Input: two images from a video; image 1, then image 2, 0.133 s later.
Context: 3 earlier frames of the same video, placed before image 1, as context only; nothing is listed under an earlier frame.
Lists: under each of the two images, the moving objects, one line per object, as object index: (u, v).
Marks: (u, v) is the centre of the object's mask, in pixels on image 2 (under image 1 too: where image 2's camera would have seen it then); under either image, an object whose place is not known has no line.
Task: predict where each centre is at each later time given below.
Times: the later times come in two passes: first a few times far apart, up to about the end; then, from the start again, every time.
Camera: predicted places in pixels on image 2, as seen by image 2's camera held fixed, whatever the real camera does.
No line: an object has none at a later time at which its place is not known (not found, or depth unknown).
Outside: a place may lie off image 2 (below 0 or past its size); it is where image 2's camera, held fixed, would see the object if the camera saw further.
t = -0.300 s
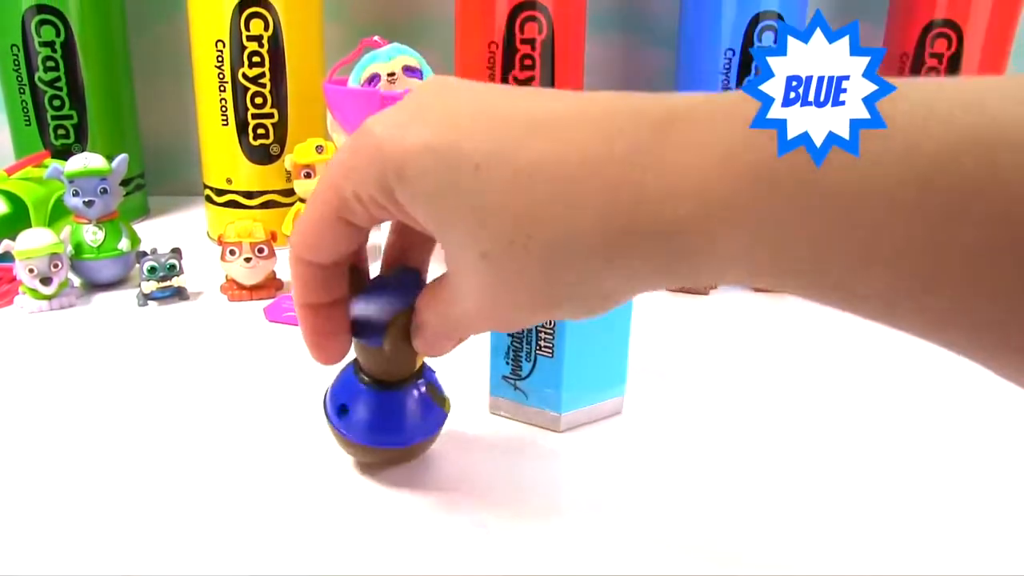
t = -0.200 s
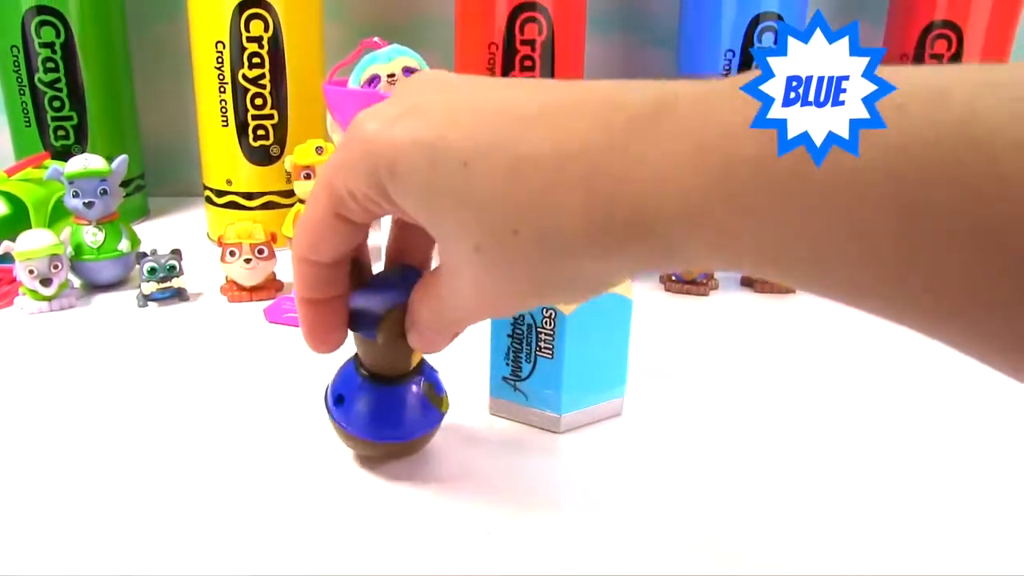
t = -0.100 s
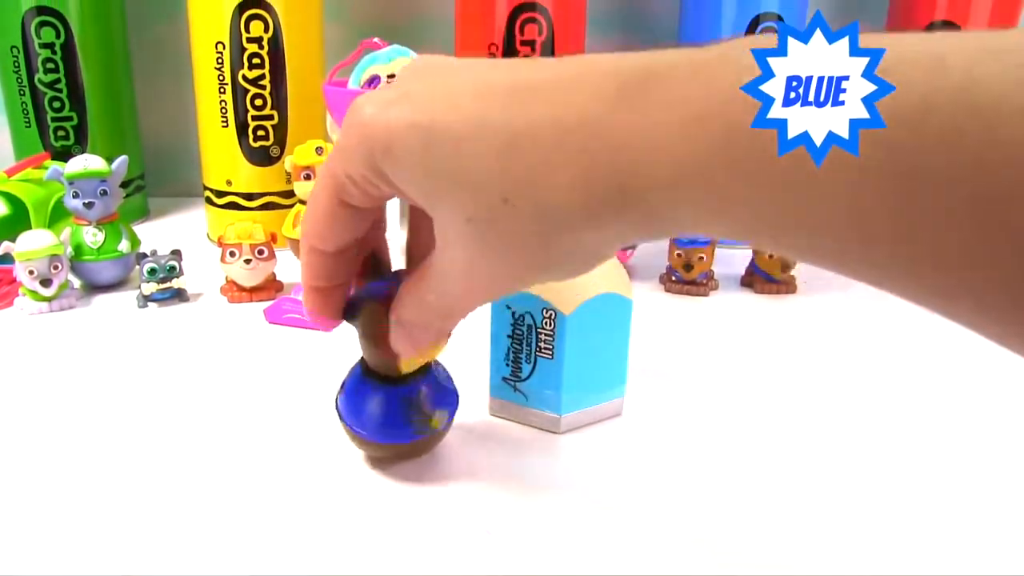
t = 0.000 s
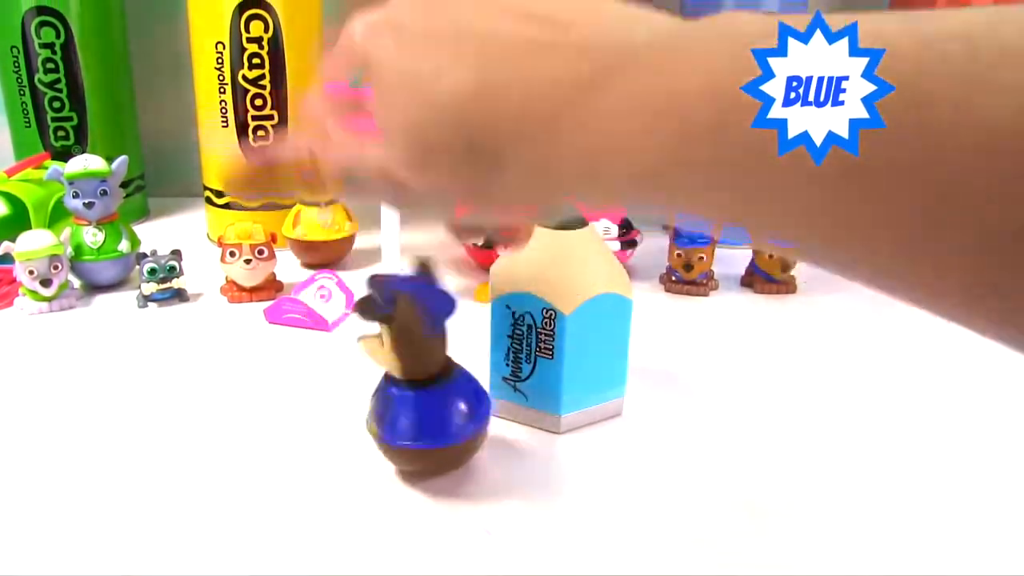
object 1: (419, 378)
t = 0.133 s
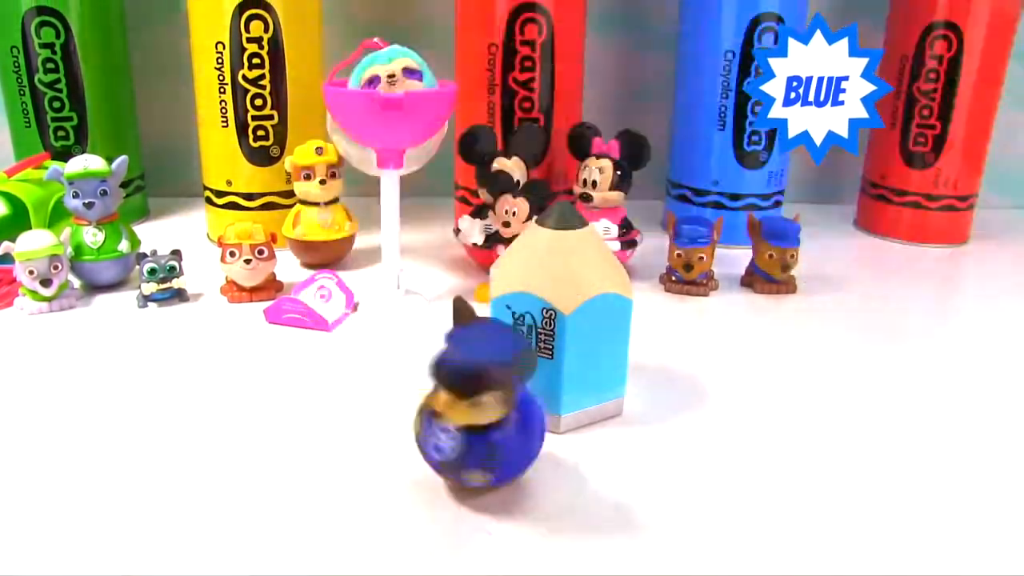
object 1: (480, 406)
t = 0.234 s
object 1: (526, 395)
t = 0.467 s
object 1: (583, 409)
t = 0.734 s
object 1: (653, 500)
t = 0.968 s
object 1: (684, 494)
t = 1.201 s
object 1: (781, 425)
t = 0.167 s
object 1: (478, 400)
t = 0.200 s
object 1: (490, 393)
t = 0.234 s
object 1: (526, 395)
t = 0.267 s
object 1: (562, 402)
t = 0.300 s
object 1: (586, 418)
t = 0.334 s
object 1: (589, 438)
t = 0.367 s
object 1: (571, 444)
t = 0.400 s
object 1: (557, 441)
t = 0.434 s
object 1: (555, 421)
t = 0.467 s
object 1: (583, 409)
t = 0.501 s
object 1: (605, 402)
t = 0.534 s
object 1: (616, 408)
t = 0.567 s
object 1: (628, 416)
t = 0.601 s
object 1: (640, 426)
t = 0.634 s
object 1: (649, 441)
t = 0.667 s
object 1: (653, 462)
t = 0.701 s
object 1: (653, 484)
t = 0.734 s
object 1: (653, 500)
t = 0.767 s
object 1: (657, 505)
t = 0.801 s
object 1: (660, 508)
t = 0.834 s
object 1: (662, 511)
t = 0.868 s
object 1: (666, 511)
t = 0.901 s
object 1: (671, 510)
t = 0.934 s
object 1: (676, 504)
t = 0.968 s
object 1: (684, 494)
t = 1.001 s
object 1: (693, 478)
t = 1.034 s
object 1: (707, 463)
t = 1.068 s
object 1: (724, 451)
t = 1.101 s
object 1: (742, 440)
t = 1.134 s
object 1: (758, 431)
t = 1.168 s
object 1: (771, 427)
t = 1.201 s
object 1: (781, 425)
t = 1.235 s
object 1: (788, 425)
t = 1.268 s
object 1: (792, 426)
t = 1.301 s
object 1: (793, 426)
